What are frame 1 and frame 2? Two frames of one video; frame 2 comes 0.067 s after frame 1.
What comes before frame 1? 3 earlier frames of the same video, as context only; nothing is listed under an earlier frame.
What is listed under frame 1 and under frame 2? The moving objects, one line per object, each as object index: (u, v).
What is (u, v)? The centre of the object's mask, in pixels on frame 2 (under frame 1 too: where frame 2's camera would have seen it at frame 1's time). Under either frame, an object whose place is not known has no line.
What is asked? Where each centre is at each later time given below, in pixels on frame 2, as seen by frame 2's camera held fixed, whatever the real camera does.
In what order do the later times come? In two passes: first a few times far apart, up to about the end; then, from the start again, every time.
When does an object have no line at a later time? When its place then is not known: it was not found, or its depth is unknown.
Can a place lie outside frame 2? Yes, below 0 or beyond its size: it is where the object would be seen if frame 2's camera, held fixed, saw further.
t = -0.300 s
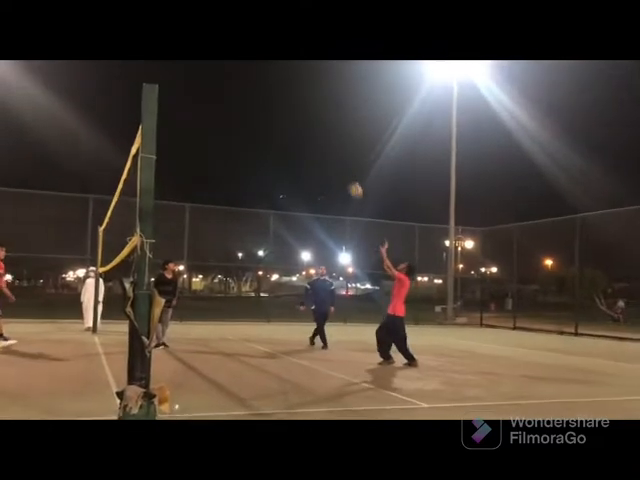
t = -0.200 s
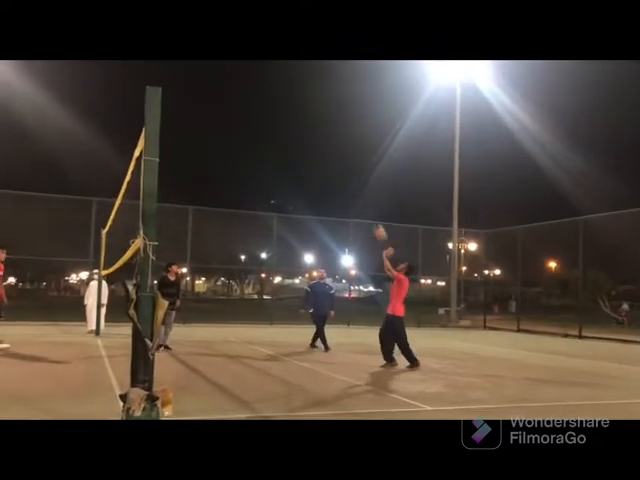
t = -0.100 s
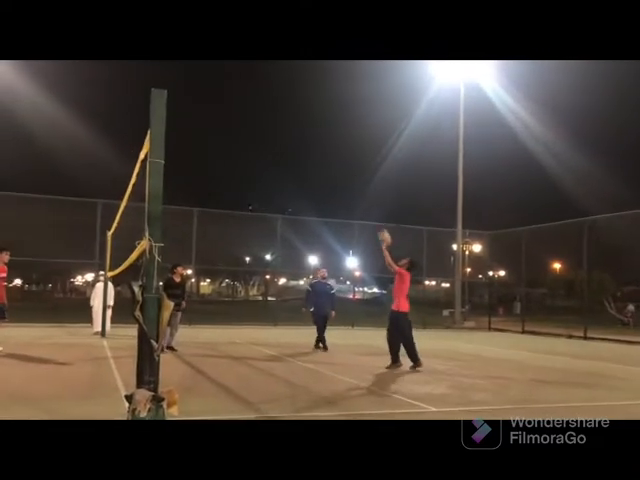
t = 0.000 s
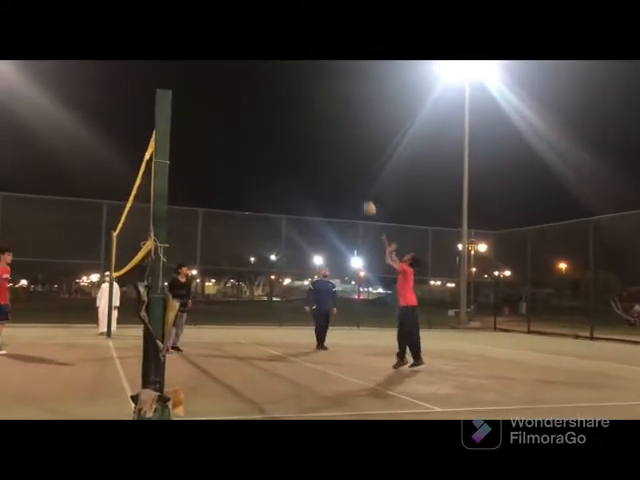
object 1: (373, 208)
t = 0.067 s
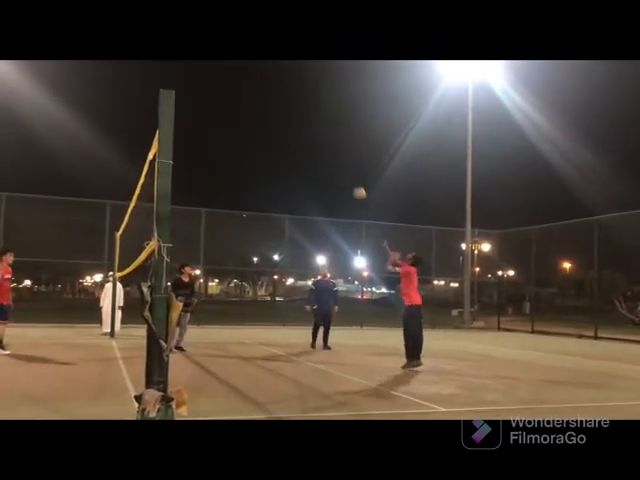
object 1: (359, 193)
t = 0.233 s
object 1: (329, 168)
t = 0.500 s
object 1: (283, 161)
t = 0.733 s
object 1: (245, 185)
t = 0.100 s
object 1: (353, 187)
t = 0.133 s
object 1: (347, 180)
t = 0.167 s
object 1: (341, 176)
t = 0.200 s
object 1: (335, 171)
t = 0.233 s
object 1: (329, 168)
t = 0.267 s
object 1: (323, 165)
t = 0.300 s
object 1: (317, 162)
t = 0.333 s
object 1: (311, 161)
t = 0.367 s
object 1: (306, 159)
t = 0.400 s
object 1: (300, 159)
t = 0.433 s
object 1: (294, 159)
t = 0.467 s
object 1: (289, 160)
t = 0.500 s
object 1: (283, 161)
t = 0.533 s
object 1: (278, 163)
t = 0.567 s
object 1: (272, 165)
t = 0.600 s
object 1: (267, 168)
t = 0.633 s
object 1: (261, 172)
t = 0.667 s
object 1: (256, 176)
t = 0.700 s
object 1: (250, 180)
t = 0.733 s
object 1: (245, 185)
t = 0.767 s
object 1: (240, 191)
